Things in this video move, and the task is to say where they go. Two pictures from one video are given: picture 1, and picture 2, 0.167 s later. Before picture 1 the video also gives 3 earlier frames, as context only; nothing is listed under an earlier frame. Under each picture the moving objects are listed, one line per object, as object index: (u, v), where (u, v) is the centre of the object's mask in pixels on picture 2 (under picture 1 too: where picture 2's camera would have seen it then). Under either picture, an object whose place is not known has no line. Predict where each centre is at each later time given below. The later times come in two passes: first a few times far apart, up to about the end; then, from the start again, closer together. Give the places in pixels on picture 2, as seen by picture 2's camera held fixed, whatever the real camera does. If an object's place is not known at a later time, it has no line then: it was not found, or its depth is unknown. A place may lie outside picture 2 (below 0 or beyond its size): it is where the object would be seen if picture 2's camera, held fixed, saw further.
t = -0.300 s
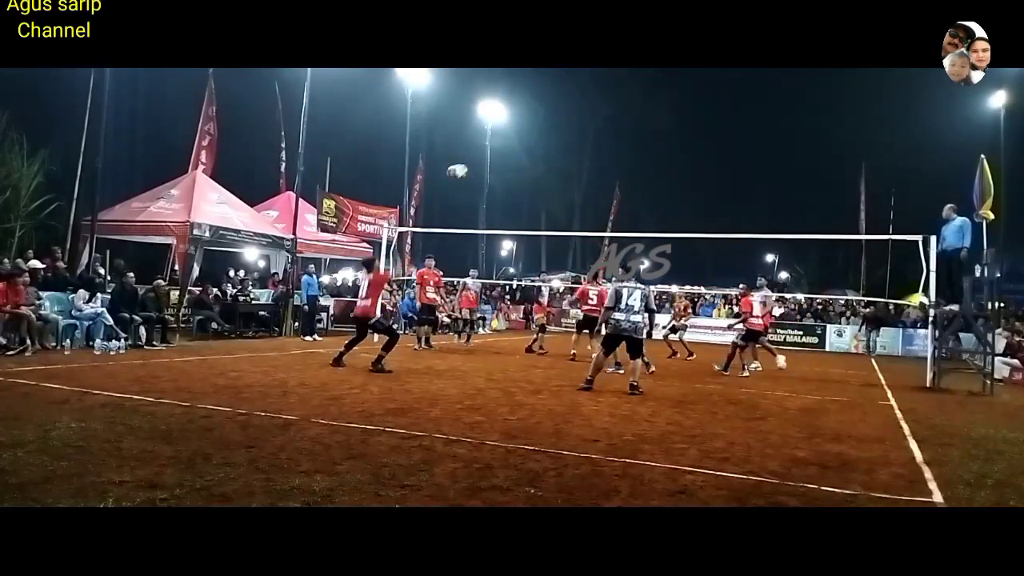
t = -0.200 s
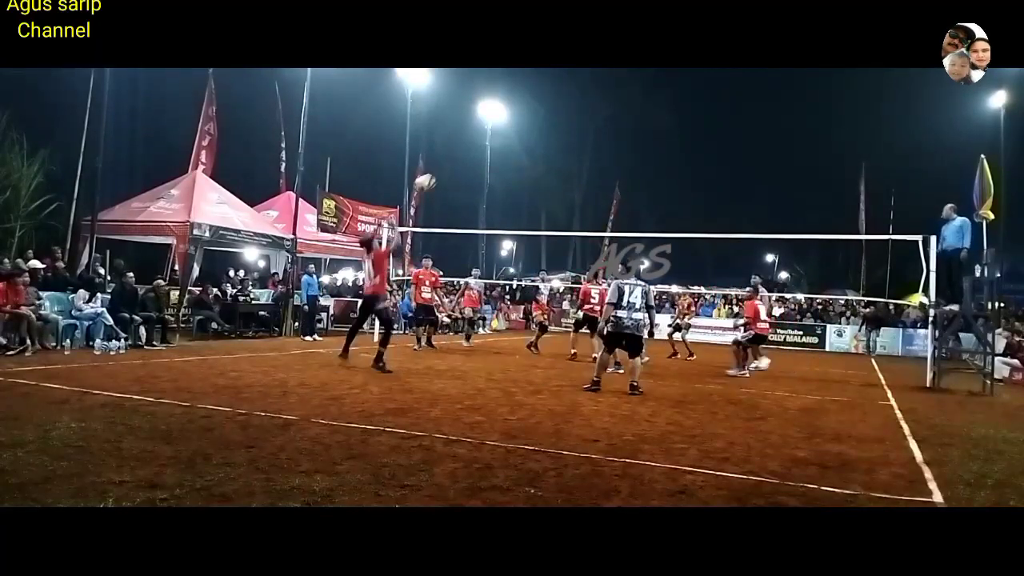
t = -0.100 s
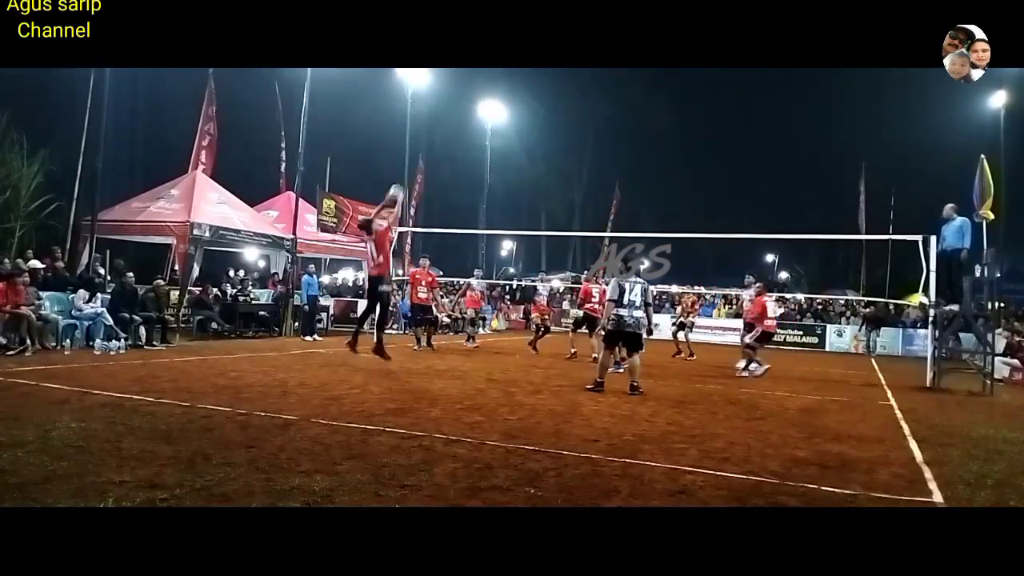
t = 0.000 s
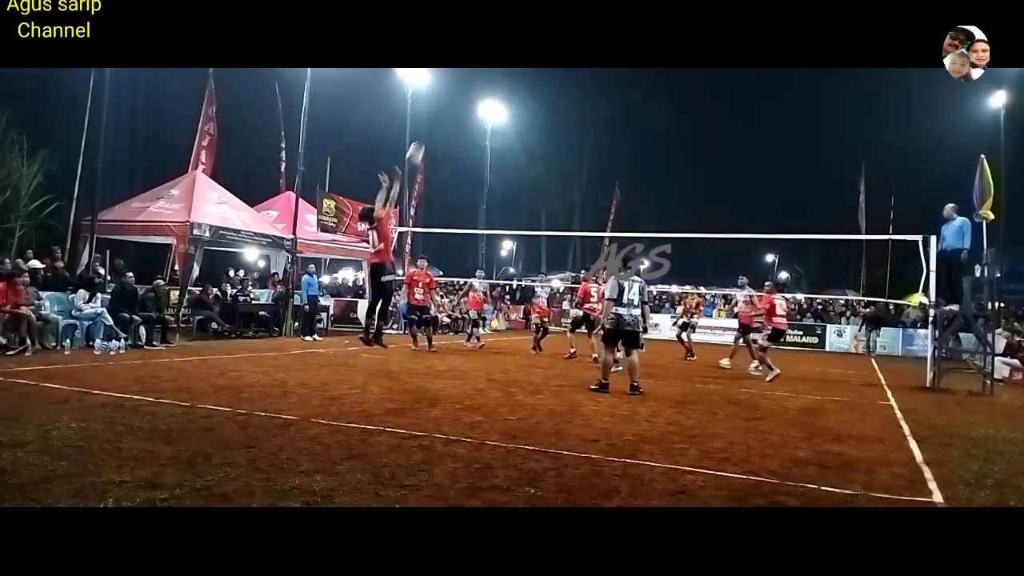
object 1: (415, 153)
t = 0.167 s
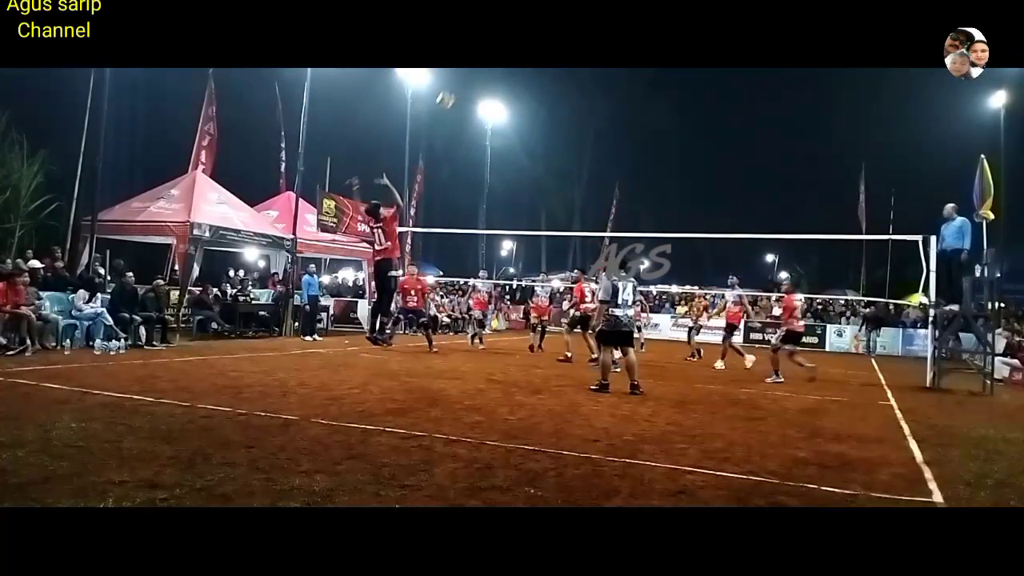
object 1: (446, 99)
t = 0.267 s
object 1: (463, 76)
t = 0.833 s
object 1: (543, 80)
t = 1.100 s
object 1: (573, 148)
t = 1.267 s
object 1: (588, 208)
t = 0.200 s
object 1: (451, 91)
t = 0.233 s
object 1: (457, 83)
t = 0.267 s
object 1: (463, 76)
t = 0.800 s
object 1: (539, 75)
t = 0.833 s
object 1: (543, 80)
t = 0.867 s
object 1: (547, 86)
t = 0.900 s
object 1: (551, 93)
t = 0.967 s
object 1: (559, 108)
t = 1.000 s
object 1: (562, 118)
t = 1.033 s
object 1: (566, 127)
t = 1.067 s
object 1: (569, 136)
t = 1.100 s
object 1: (573, 148)
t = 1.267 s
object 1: (588, 208)
